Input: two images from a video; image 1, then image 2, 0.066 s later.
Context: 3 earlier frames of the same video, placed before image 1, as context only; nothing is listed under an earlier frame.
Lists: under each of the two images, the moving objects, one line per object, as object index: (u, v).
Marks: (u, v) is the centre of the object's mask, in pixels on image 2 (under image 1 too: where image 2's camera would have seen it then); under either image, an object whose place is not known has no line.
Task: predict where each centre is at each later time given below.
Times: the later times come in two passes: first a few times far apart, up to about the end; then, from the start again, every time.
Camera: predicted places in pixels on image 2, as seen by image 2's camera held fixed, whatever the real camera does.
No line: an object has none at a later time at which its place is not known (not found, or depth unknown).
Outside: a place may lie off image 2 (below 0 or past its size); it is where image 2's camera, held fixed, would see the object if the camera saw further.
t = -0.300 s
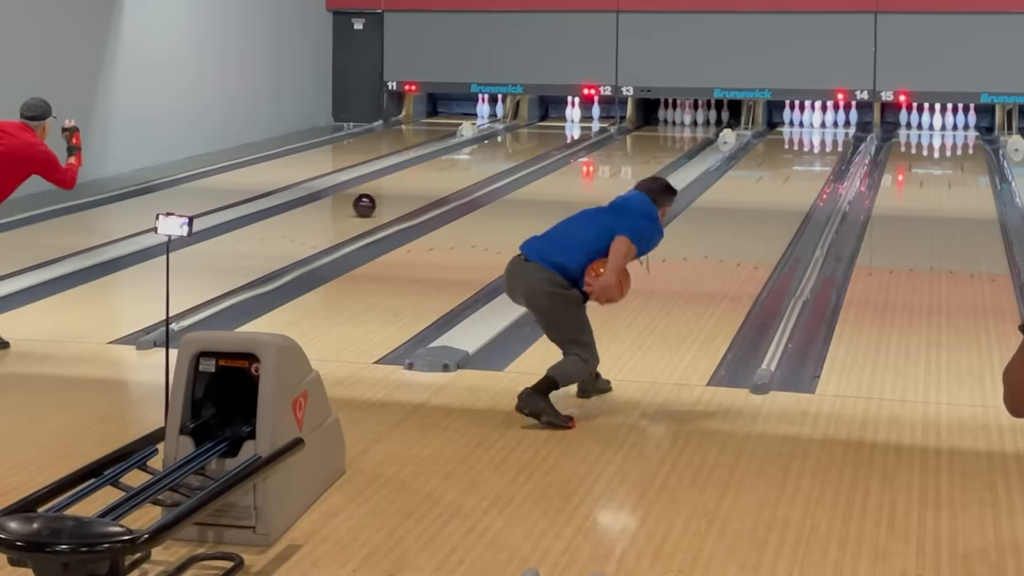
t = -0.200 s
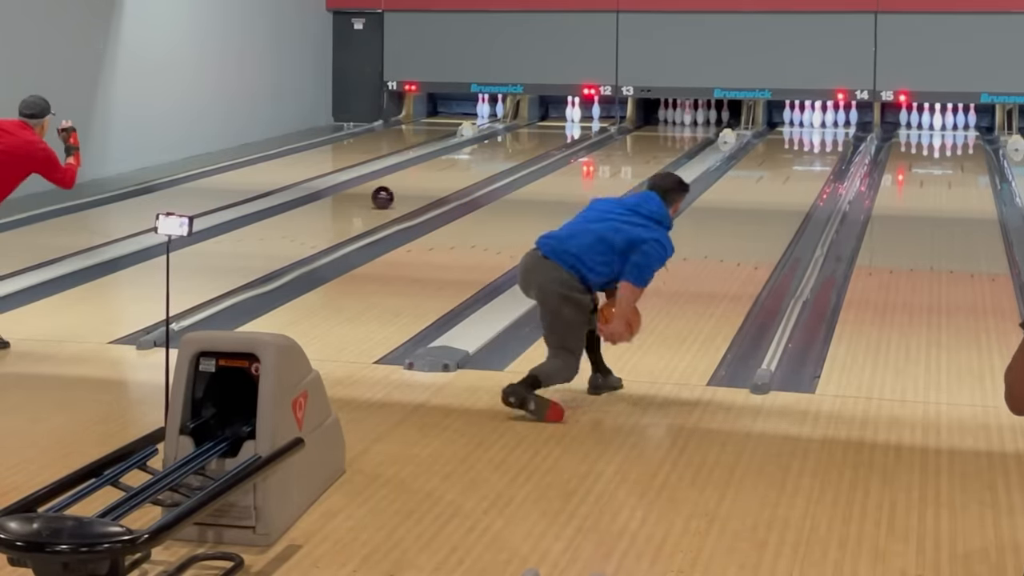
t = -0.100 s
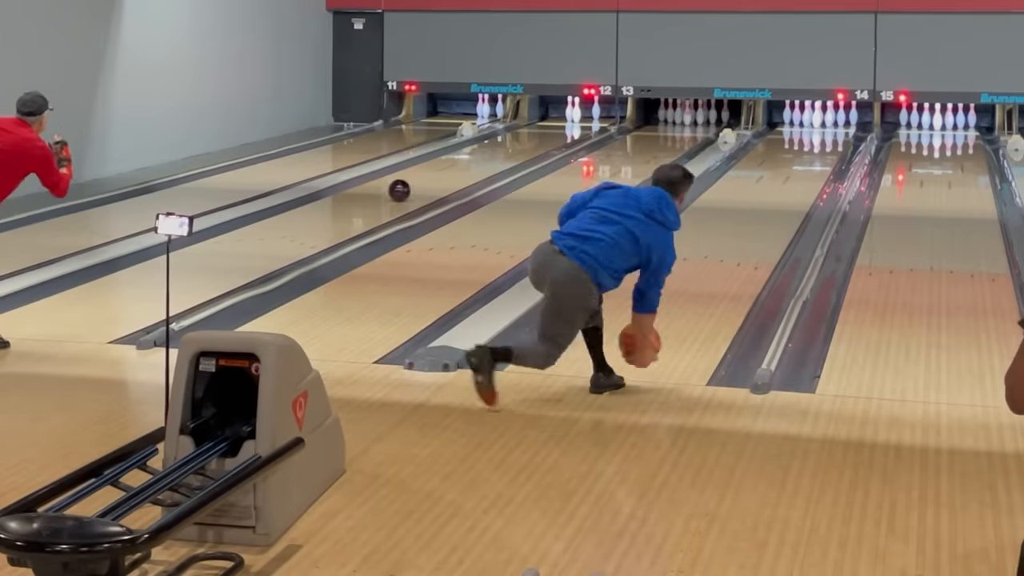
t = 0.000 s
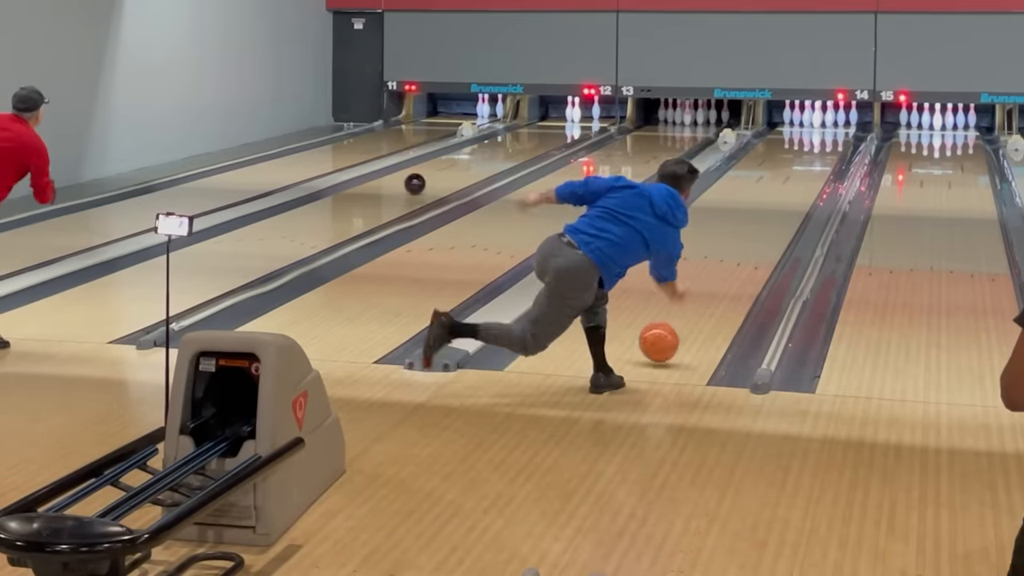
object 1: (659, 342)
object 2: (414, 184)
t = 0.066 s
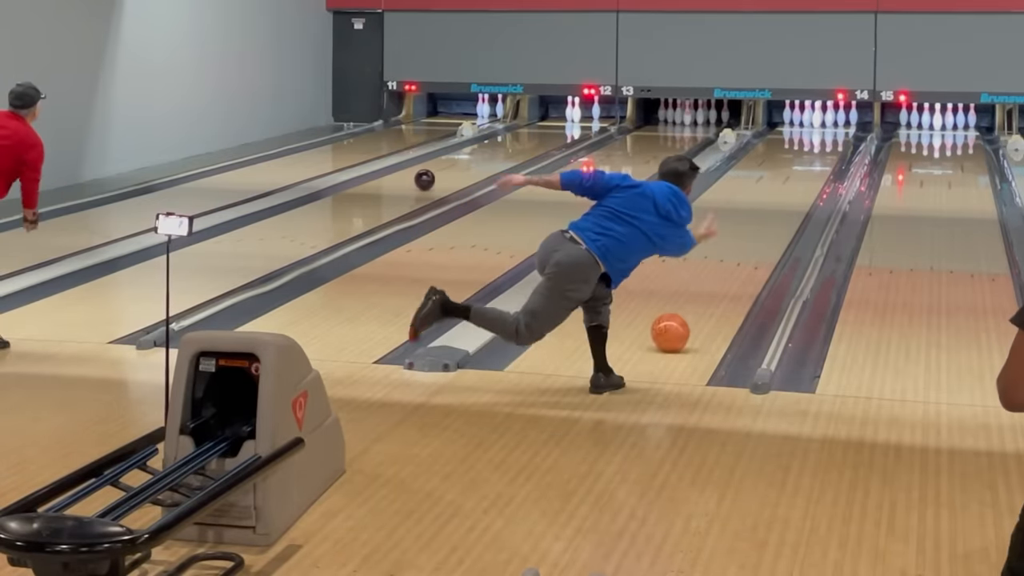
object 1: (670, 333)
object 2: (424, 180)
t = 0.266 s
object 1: (699, 296)
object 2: (451, 168)
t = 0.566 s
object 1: (733, 255)
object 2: (485, 153)
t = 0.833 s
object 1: (754, 227)
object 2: (511, 143)
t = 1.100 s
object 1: (771, 204)
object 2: (533, 133)
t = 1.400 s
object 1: (785, 183)
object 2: (553, 124)
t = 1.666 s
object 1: (796, 168)
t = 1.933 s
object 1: (805, 154)
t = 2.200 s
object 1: (811, 142)
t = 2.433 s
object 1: (816, 134)
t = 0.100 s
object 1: (675, 326)
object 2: (429, 178)
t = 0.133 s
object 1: (680, 320)
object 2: (434, 176)
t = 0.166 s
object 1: (685, 314)
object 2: (438, 174)
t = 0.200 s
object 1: (690, 308)
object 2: (442, 172)
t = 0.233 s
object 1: (695, 302)
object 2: (447, 170)
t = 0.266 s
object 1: (699, 296)
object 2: (451, 168)
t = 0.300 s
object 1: (704, 291)
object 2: (455, 166)
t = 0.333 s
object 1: (708, 286)
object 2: (459, 164)
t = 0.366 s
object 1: (711, 281)
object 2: (463, 163)
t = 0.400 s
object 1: (714, 277)
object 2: (467, 161)
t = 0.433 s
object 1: (726, 267)
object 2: (471, 160)
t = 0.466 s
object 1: (724, 267)
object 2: (475, 158)
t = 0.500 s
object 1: (726, 262)
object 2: (478, 156)
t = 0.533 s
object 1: (729, 258)
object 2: (482, 155)
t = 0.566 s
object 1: (733, 255)
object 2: (485, 153)
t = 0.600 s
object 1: (736, 251)
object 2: (489, 152)
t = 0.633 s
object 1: (738, 247)
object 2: (492, 151)
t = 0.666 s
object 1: (741, 243)
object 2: (495, 149)
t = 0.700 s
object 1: (744, 240)
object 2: (498, 148)
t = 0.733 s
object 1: (747, 237)
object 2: (502, 146)
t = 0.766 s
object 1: (749, 234)
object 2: (505, 145)
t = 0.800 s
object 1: (752, 230)
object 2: (508, 144)
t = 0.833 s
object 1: (754, 227)
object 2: (511, 143)
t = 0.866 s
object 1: (757, 224)
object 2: (514, 141)
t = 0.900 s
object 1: (759, 220)
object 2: (517, 140)
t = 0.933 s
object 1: (761, 218)
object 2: (520, 139)
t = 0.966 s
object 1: (763, 215)
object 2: (522, 137)
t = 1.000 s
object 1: (765, 212)
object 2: (525, 136)
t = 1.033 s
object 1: (767, 209)
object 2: (528, 135)
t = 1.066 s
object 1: (769, 206)
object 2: (530, 134)
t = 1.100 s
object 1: (771, 204)
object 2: (533, 133)
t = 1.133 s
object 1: (773, 201)
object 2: (535, 132)
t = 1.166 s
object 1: (775, 199)
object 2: (537, 131)
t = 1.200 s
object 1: (776, 196)
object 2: (540, 130)
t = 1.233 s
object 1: (778, 194)
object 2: (542, 129)
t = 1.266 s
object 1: (782, 193)
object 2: (544, 128)
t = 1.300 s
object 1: (781, 189)
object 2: (546, 127)
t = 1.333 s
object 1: (783, 187)
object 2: (548, 126)
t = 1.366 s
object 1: (784, 185)
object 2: (551, 125)
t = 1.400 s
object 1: (785, 183)
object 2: (553, 124)
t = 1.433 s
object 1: (787, 181)
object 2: (554, 122)
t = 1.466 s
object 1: (788, 179)
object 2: (556, 122)
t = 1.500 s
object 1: (790, 177)
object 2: (558, 121)
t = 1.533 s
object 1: (791, 175)
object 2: (560, 121)
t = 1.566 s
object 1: (792, 173)
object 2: (561, 119)
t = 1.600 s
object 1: (793, 172)
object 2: (563, 119)
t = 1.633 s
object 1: (795, 169)
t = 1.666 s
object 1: (796, 168)
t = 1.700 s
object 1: (797, 165)
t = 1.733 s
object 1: (798, 164)
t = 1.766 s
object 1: (799, 163)
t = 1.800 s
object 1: (800, 160)
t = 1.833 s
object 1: (801, 159)
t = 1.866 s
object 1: (803, 158)
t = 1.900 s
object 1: (804, 156)
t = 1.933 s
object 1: (805, 154)
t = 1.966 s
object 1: (805, 152)
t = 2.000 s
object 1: (806, 151)
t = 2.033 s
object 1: (807, 150)
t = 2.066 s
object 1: (808, 148)
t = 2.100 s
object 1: (809, 147)
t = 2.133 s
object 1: (809, 145)
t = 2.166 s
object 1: (810, 143)
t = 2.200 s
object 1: (811, 142)
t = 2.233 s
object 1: (812, 141)
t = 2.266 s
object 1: (813, 139)
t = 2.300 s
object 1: (813, 138)
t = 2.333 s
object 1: (814, 137)
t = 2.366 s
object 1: (815, 136)
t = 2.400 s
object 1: (815, 135)
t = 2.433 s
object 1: (816, 134)
